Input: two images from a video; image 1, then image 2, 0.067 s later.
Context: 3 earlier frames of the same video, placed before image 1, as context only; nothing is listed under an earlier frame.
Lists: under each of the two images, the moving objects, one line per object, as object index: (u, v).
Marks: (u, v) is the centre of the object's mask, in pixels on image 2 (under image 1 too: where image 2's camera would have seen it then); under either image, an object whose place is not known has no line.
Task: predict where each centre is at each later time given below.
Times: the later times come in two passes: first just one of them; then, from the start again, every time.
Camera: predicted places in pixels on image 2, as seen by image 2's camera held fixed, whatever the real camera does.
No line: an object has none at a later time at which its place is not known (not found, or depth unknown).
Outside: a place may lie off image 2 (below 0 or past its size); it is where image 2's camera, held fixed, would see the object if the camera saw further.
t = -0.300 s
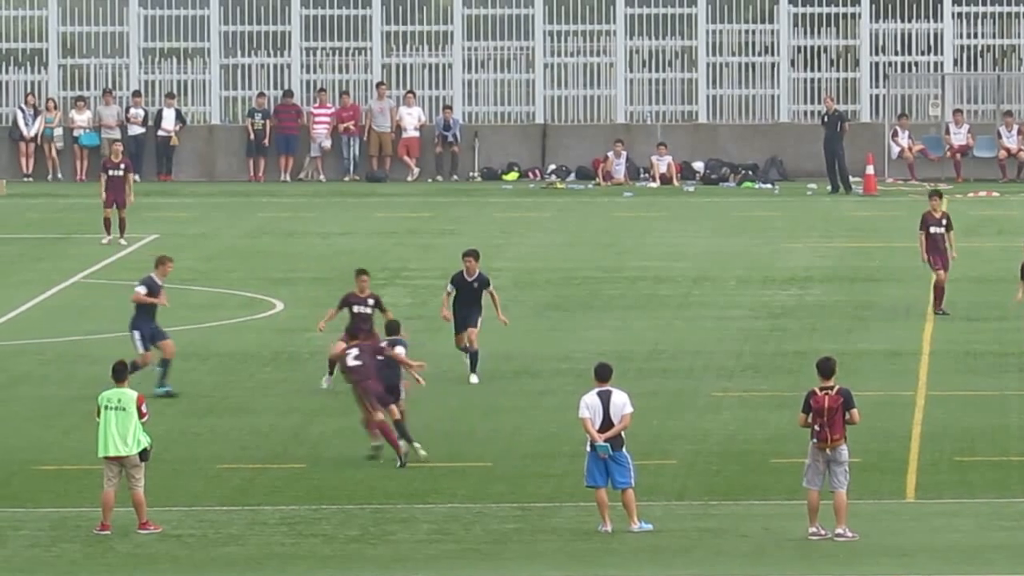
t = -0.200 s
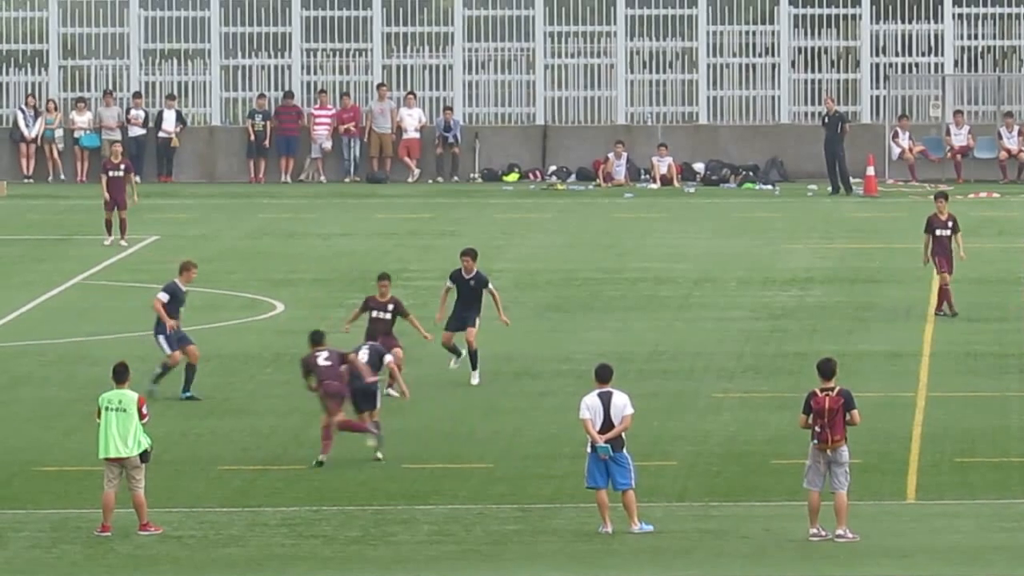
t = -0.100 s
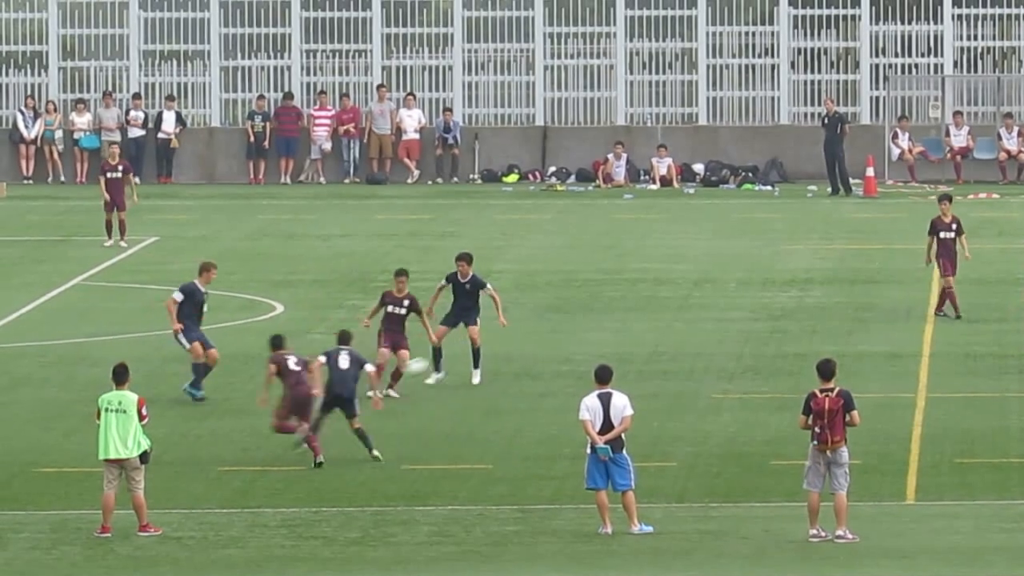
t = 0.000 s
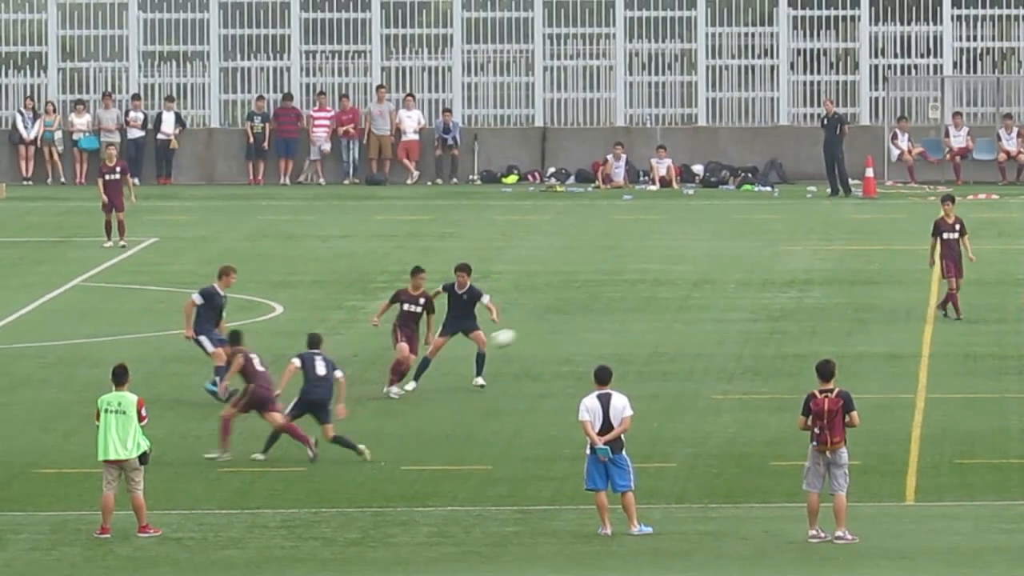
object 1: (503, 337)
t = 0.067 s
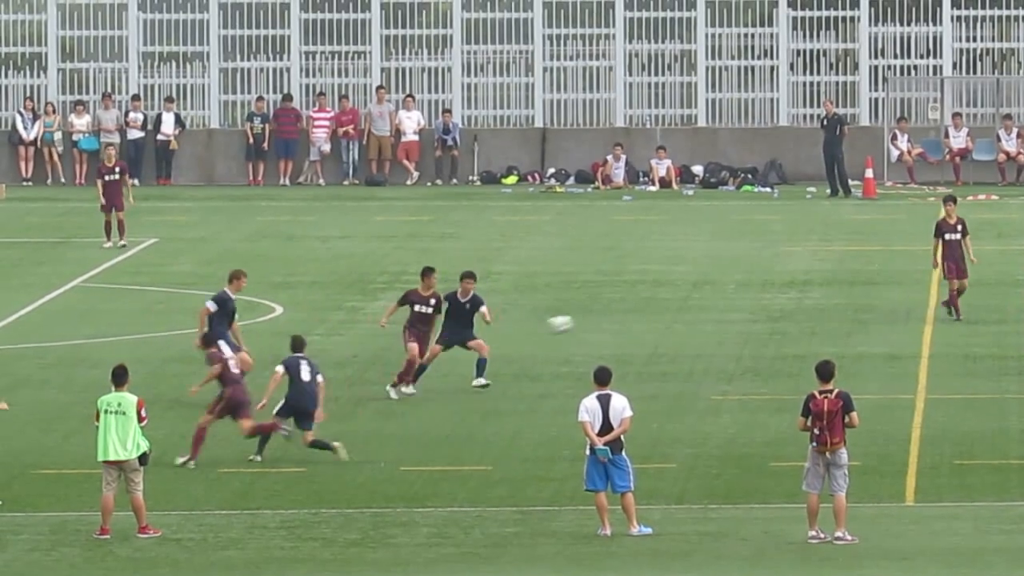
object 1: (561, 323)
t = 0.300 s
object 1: (759, 298)
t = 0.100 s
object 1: (588, 316)
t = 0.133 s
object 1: (618, 311)
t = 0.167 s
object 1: (646, 307)
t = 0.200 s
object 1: (675, 303)
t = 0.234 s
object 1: (703, 301)
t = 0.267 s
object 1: (731, 298)
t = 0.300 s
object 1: (759, 298)
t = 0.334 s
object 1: (785, 297)
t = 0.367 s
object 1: (813, 298)
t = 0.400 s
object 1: (841, 300)
